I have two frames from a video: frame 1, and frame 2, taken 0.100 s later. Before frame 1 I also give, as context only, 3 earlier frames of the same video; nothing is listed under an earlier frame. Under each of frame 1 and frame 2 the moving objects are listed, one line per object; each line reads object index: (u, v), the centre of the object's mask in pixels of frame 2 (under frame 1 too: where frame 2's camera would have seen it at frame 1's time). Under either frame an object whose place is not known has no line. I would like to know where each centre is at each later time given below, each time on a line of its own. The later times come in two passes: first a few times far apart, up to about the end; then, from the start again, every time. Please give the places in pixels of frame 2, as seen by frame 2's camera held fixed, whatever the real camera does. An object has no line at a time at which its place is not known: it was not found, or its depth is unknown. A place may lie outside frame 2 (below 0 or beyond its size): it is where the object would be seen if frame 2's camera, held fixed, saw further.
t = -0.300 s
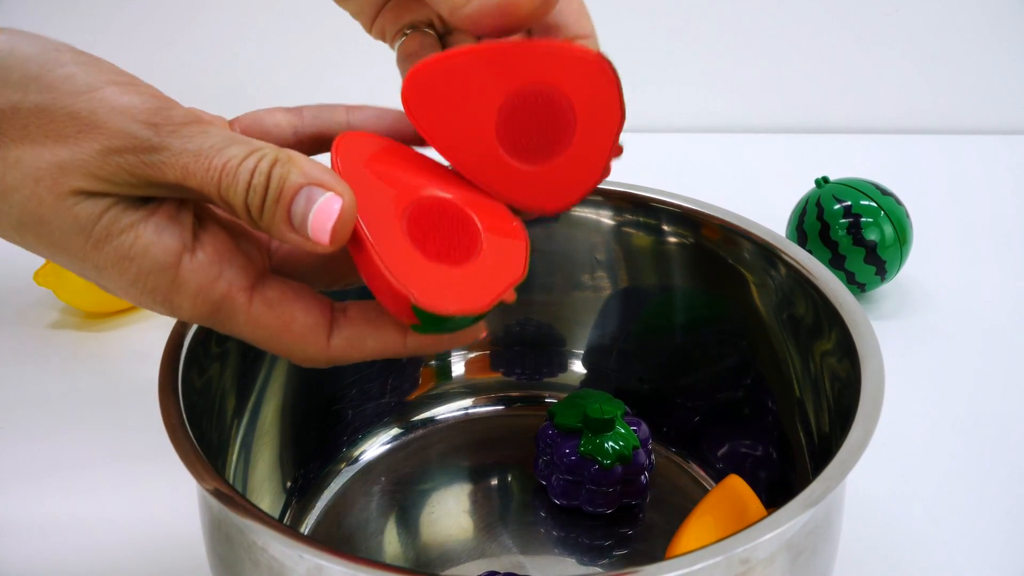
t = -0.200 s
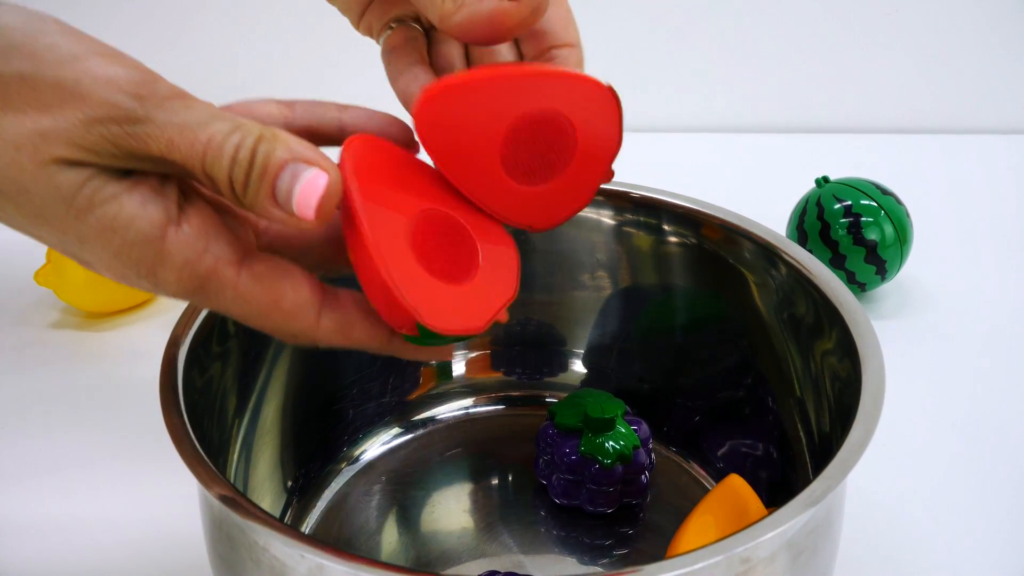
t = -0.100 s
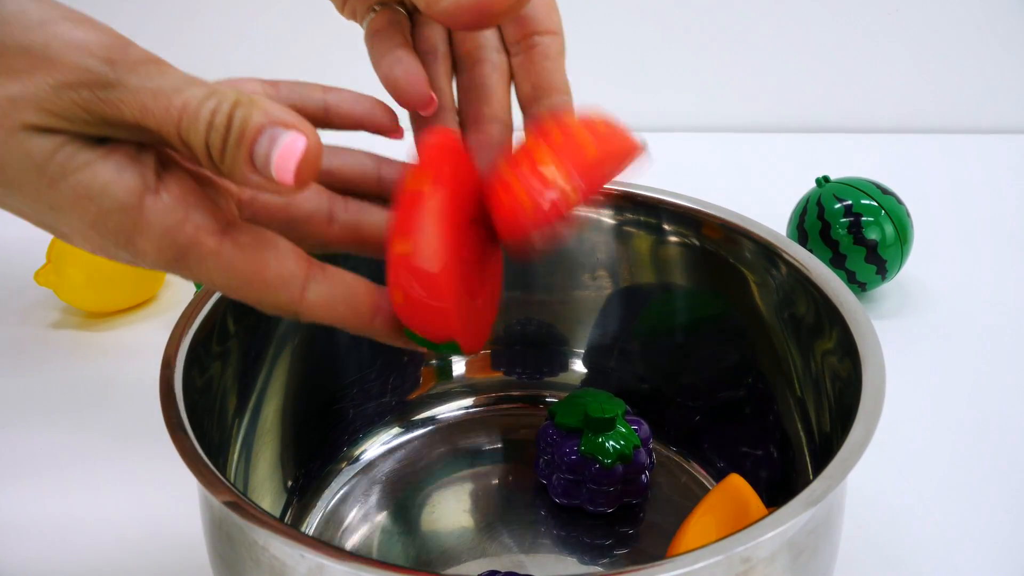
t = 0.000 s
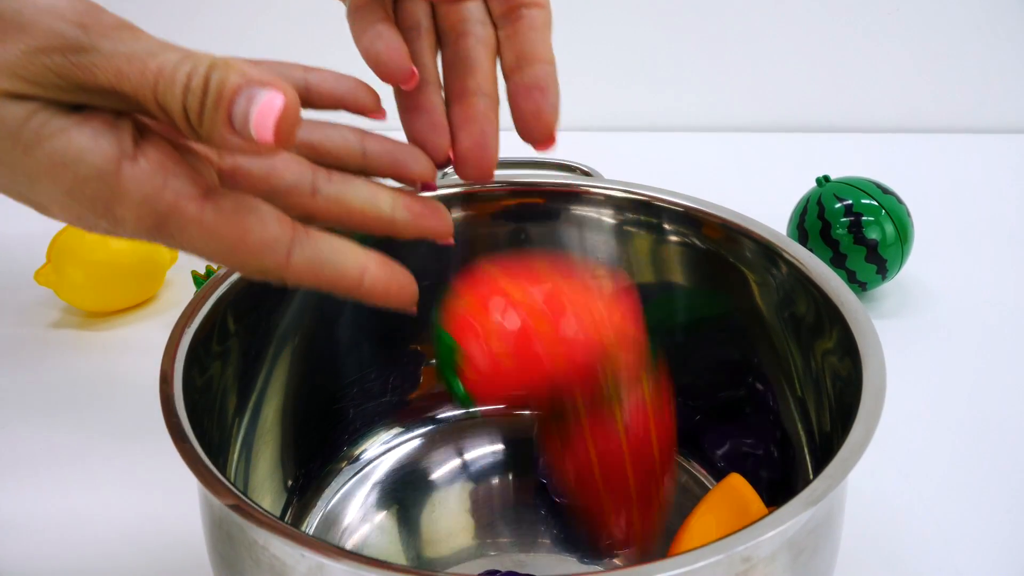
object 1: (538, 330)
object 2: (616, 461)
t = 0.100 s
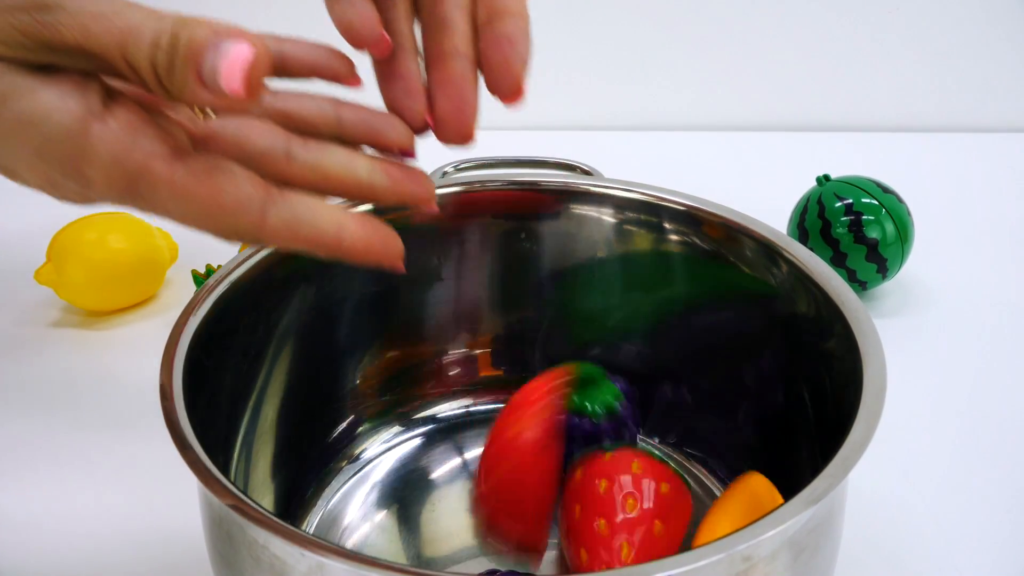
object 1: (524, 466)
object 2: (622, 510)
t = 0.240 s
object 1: (374, 464)
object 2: (605, 516)
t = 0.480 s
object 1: (429, 450)
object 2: (615, 520)
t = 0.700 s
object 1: (438, 485)
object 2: (616, 520)
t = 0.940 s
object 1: (400, 477)
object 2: (616, 520)
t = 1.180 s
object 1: (442, 474)
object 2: (616, 520)
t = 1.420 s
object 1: (420, 477)
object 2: (616, 520)
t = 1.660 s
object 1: (436, 466)
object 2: (616, 520)
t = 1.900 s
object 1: (419, 466)
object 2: (616, 520)
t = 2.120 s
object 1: (429, 467)
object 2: (616, 520)
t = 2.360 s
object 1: (423, 460)
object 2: (616, 520)
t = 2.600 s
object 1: (435, 467)
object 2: (616, 520)
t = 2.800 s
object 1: (438, 456)
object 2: (616, 520)
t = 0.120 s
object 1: (504, 482)
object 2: (622, 513)
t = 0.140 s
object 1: (483, 504)
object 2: (619, 512)
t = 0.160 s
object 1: (465, 510)
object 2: (617, 509)
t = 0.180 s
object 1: (440, 488)
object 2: (616, 510)
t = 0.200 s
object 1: (418, 477)
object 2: (614, 516)
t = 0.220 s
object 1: (396, 476)
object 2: (606, 519)
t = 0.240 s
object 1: (374, 464)
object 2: (605, 516)
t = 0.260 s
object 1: (359, 455)
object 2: (607, 518)
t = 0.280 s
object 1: (351, 453)
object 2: (610, 519)
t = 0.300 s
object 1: (353, 458)
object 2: (611, 518)
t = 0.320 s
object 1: (367, 461)
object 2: (609, 520)
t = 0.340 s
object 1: (375, 453)
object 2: (609, 519)
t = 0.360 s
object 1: (377, 462)
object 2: (612, 519)
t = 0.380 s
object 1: (385, 469)
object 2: (614, 519)
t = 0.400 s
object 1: (393, 460)
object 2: (614, 519)
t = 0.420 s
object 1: (405, 455)
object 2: (615, 519)
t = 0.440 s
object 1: (415, 458)
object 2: (615, 520)
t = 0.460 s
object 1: (422, 451)
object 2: (615, 520)
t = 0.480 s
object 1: (429, 450)
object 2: (615, 520)
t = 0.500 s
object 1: (436, 456)
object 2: (615, 520)
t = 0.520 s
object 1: (440, 457)
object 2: (616, 520)
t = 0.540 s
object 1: (445, 460)
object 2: (616, 520)
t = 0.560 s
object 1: (448, 469)
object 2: (616, 520)
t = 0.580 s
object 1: (448, 473)
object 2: (616, 520)
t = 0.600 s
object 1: (446, 478)
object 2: (616, 520)
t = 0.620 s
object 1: (442, 480)
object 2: (616, 520)
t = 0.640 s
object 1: (440, 482)
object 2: (616, 520)
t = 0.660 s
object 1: (439, 485)
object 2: (616, 520)
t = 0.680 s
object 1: (438, 486)
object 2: (616, 520)
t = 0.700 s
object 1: (438, 485)
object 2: (616, 520)
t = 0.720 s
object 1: (435, 484)
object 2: (616, 520)
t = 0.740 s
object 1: (429, 481)
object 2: (616, 520)
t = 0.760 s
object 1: (423, 477)
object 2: (616, 520)
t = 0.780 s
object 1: (410, 493)
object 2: (616, 520)
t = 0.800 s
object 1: (404, 492)
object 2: (616, 520)
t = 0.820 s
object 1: (399, 492)
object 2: (616, 520)
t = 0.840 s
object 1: (395, 490)
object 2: (616, 520)
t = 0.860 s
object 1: (393, 488)
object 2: (616, 520)
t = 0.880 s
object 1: (392, 486)
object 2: (616, 520)
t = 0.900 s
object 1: (393, 483)
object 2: (616, 520)
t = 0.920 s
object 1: (397, 479)
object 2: (616, 520)
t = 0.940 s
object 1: (400, 477)
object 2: (616, 520)
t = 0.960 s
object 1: (404, 472)
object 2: (616, 520)
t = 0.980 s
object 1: (407, 468)
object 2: (616, 520)
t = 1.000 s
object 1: (410, 464)
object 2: (616, 520)
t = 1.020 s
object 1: (413, 461)
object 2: (616, 520)
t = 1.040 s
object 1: (416, 460)
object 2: (616, 520)
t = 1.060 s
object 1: (419, 460)
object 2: (616, 520)
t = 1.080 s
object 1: (423, 461)
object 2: (616, 520)
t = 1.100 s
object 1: (426, 464)
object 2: (616, 520)
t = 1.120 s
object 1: (429, 468)
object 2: (616, 520)
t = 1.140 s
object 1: (433, 470)
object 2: (616, 520)
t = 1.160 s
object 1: (438, 473)
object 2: (616, 520)
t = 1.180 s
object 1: (442, 474)
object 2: (616, 520)
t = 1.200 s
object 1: (445, 475)
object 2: (616, 520)
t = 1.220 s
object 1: (446, 476)
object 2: (616, 520)
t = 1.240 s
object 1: (444, 477)
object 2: (616, 520)
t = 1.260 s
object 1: (441, 478)
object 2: (616, 520)
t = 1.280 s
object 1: (434, 480)
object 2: (616, 520)
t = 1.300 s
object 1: (427, 481)
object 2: (616, 520)
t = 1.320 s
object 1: (421, 481)
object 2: (616, 520)
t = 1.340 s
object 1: (417, 482)
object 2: (616, 520)
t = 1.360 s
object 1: (415, 482)
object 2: (616, 520)
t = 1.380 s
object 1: (415, 481)
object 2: (616, 520)
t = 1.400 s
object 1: (417, 479)
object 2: (616, 520)
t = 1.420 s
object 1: (420, 477)
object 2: (616, 520)
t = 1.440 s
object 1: (422, 474)
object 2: (616, 520)
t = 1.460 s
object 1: (422, 471)
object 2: (616, 520)
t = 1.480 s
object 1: (422, 467)
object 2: (616, 520)
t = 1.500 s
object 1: (423, 463)
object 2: (616, 520)
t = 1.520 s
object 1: (423, 460)
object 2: (616, 520)
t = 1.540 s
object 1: (423, 459)
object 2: (616, 520)
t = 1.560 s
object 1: (423, 459)
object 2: (616, 520)
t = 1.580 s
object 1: (425, 460)
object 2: (616, 520)
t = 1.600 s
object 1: (428, 462)
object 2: (616, 520)
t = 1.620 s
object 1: (431, 463)
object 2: (616, 520)
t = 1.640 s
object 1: (434, 465)
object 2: (616, 520)
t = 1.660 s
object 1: (436, 466)
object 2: (616, 520)
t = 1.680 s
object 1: (437, 467)
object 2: (616, 520)
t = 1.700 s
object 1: (437, 468)
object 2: (616, 520)
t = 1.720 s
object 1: (435, 469)
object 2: (616, 520)
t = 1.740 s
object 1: (433, 470)
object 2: (616, 520)
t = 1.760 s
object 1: (430, 472)
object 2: (616, 520)
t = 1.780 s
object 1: (425, 473)
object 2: (616, 520)
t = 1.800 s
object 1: (421, 474)
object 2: (616, 520)
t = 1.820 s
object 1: (417, 473)
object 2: (616, 520)
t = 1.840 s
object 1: (415, 472)
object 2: (616, 520)
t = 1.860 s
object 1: (415, 471)
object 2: (616, 520)
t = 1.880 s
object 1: (416, 469)
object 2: (616, 520)
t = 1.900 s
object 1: (419, 466)
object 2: (616, 520)
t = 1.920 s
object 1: (422, 464)
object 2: (616, 520)
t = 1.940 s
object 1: (426, 462)
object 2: (616, 520)
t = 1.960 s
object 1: (430, 460)
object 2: (616, 520)
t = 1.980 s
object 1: (433, 458)
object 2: (616, 520)
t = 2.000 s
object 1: (434, 458)
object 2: (616, 520)
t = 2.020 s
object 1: (434, 458)
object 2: (616, 520)
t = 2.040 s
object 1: (434, 459)
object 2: (616, 520)
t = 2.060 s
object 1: (432, 461)
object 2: (616, 520)
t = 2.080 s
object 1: (432, 463)
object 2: (616, 520)
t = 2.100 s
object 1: (430, 466)
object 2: (616, 520)
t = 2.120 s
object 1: (429, 467)
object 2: (616, 520)
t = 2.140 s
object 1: (429, 469)
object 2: (616, 520)
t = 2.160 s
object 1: (429, 470)
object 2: (616, 520)
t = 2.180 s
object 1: (429, 470)
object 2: (616, 520)
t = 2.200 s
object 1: (427, 470)
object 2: (616, 520)
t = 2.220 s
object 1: (425, 471)
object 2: (616, 520)
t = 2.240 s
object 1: (422, 470)
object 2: (616, 520)
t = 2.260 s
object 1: (419, 468)
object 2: (616, 520)
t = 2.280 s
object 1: (418, 466)
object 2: (616, 520)
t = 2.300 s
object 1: (417, 464)
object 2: (616, 520)
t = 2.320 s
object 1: (418, 462)
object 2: (616, 520)
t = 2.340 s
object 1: (420, 461)
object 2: (616, 520)
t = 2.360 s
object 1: (423, 460)
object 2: (616, 520)
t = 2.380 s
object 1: (428, 460)
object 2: (616, 520)
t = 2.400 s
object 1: (433, 460)
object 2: (616, 520)
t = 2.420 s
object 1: (439, 460)
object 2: (616, 520)
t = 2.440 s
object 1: (444, 459)
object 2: (616, 520)
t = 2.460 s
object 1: (446, 459)
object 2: (616, 520)
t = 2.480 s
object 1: (448, 459)
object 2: (616, 520)
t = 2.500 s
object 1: (447, 460)
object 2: (616, 520)
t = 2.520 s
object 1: (446, 461)
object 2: (616, 520)
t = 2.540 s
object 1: (444, 463)
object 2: (616, 520)
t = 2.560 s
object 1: (440, 465)
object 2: (616, 520)
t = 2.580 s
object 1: (437, 466)
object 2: (616, 520)
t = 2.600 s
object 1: (435, 467)
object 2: (616, 520)
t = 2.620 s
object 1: (433, 467)
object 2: (616, 520)
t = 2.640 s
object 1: (433, 466)
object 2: (616, 520)
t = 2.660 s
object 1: (434, 465)
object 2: (616, 520)
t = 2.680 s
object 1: (436, 463)
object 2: (616, 520)
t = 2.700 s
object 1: (437, 461)
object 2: (616, 520)
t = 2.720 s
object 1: (438, 459)
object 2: (616, 520)
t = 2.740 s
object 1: (439, 457)
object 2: (616, 520)
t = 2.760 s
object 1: (439, 455)
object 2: (616, 520)
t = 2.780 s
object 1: (438, 455)
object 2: (616, 520)
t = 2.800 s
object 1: (438, 456)
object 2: (616, 520)
